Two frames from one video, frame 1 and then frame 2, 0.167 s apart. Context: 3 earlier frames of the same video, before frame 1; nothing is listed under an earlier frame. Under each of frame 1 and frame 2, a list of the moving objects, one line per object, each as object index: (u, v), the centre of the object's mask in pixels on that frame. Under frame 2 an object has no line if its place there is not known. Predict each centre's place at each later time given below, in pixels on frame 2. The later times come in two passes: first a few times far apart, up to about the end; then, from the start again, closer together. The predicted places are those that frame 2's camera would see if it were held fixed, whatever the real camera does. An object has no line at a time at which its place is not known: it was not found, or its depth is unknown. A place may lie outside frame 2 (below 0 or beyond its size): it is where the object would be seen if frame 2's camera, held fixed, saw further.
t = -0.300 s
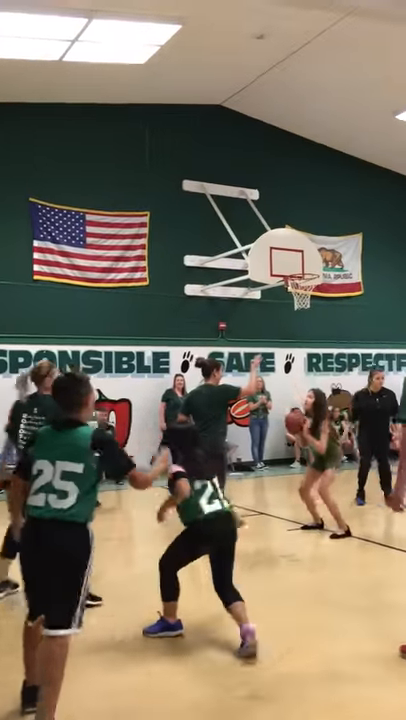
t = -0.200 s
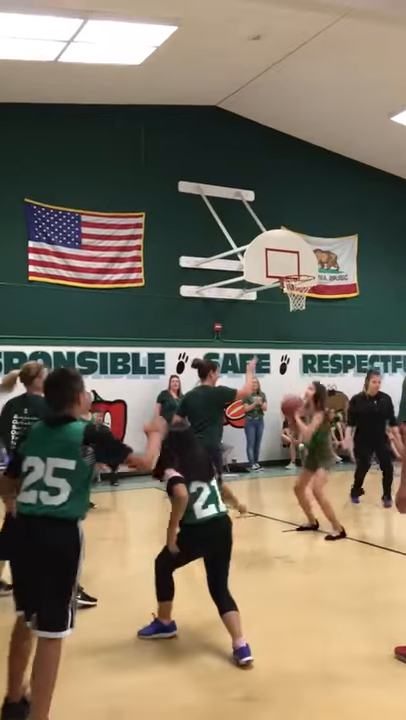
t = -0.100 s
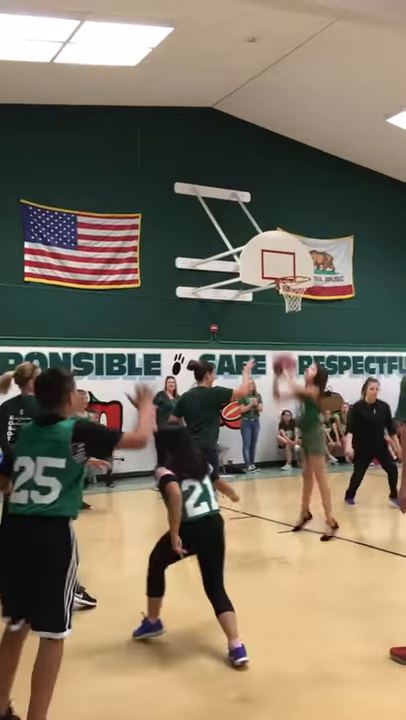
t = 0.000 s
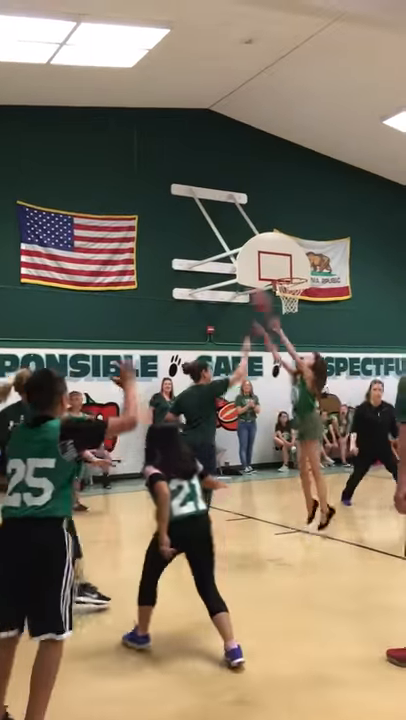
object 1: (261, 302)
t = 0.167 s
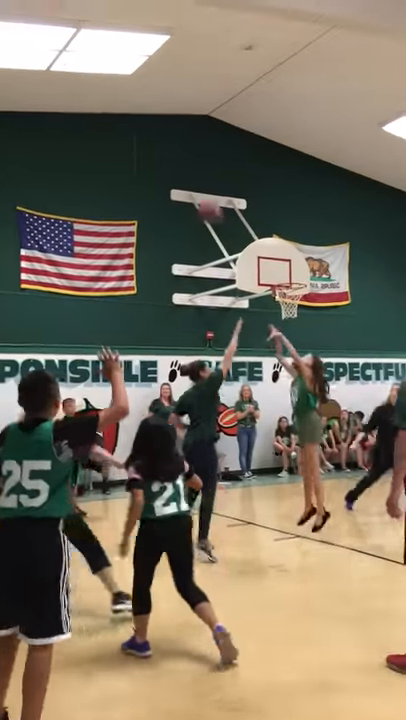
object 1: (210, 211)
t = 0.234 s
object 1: (187, 177)
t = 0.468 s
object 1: (110, 100)
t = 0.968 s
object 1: (-69, 137)
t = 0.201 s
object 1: (197, 192)
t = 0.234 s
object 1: (187, 177)
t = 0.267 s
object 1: (177, 164)
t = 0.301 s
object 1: (166, 151)
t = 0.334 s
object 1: (155, 140)
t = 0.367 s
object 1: (145, 129)
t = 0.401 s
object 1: (135, 119)
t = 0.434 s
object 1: (123, 110)
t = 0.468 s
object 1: (110, 100)
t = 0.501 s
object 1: (99, 93)
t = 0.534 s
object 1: (87, 86)
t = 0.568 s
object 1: (75, 83)
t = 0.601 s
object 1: (64, 79)
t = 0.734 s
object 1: (18, 84)
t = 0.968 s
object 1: (-69, 137)
